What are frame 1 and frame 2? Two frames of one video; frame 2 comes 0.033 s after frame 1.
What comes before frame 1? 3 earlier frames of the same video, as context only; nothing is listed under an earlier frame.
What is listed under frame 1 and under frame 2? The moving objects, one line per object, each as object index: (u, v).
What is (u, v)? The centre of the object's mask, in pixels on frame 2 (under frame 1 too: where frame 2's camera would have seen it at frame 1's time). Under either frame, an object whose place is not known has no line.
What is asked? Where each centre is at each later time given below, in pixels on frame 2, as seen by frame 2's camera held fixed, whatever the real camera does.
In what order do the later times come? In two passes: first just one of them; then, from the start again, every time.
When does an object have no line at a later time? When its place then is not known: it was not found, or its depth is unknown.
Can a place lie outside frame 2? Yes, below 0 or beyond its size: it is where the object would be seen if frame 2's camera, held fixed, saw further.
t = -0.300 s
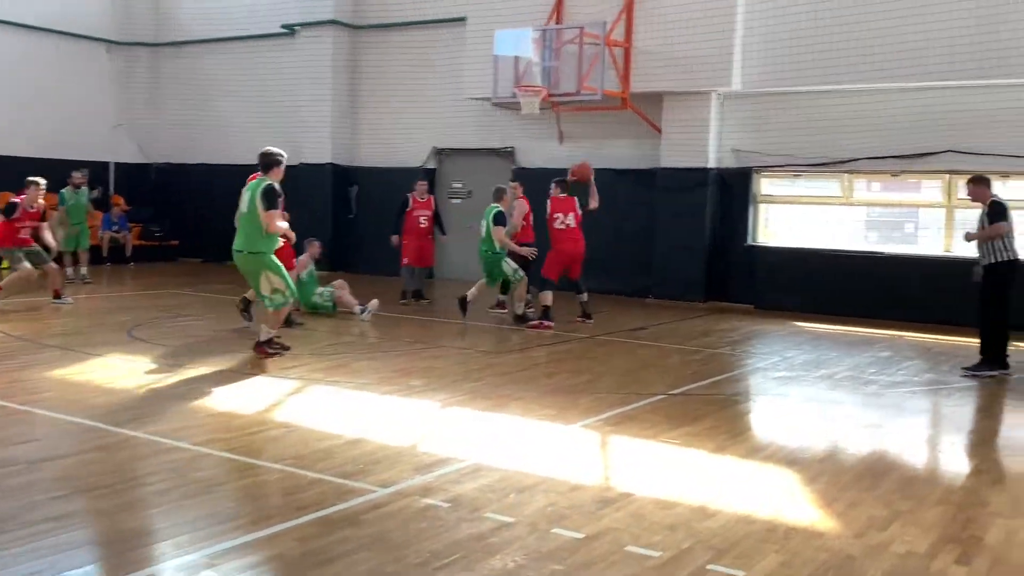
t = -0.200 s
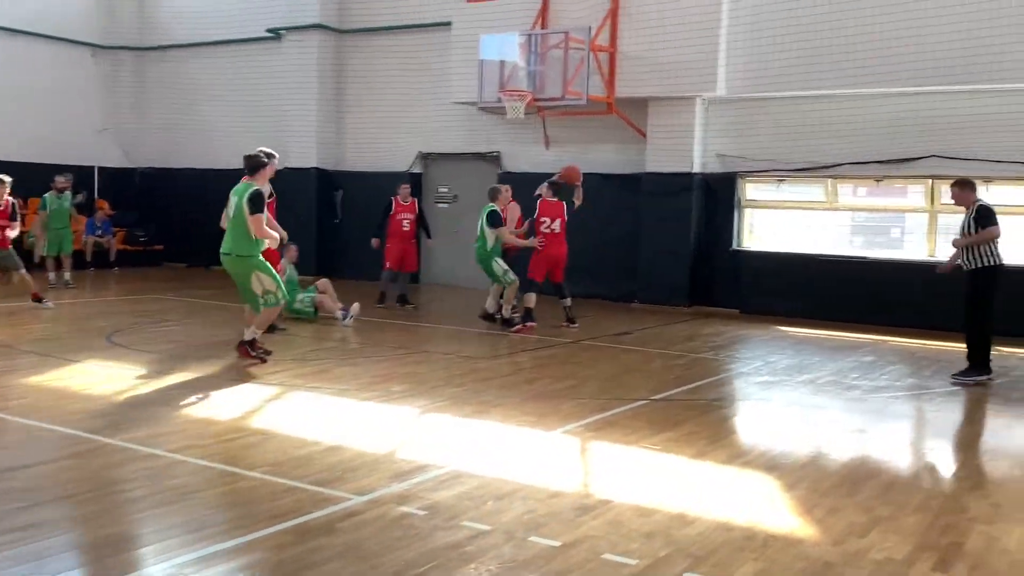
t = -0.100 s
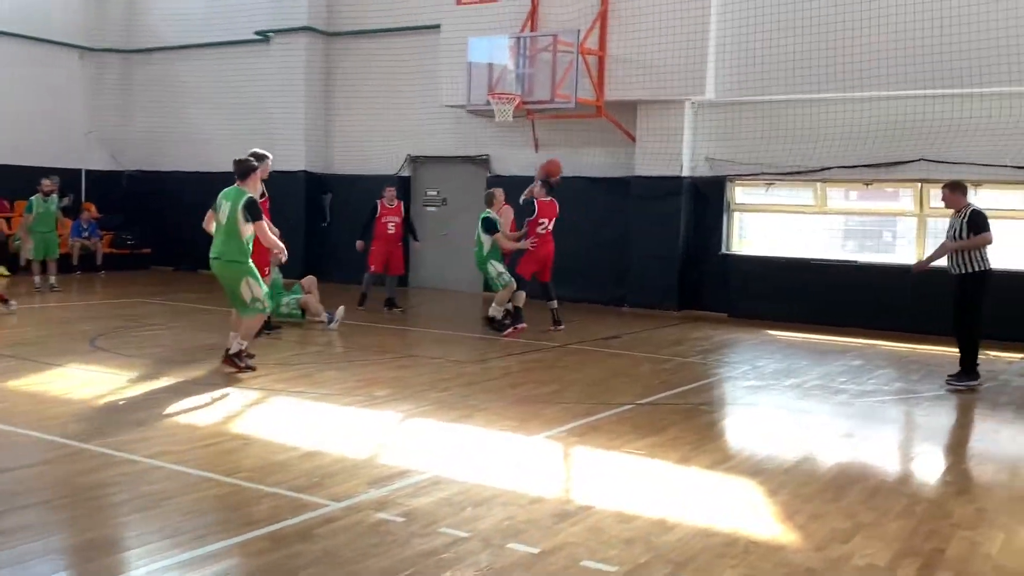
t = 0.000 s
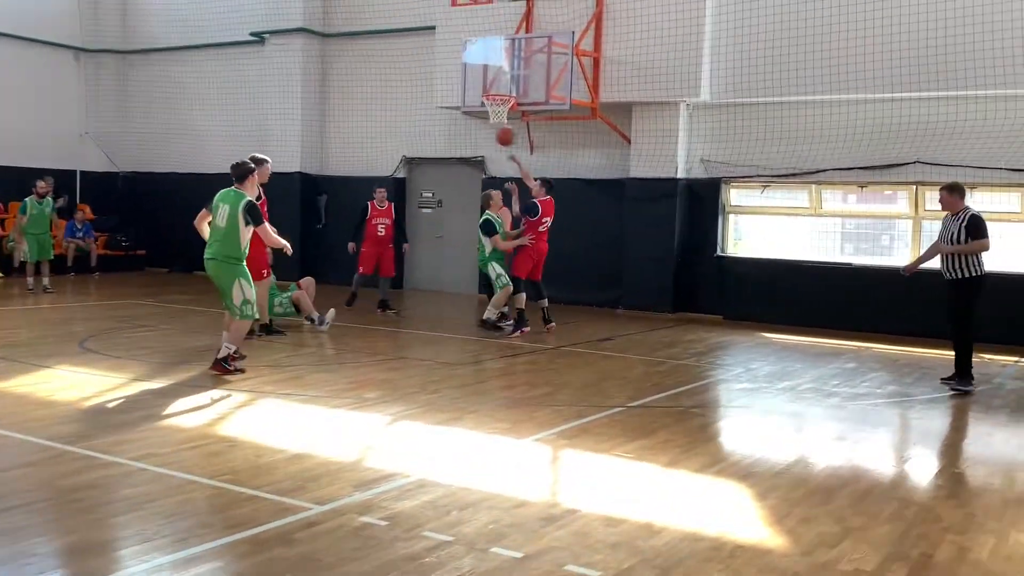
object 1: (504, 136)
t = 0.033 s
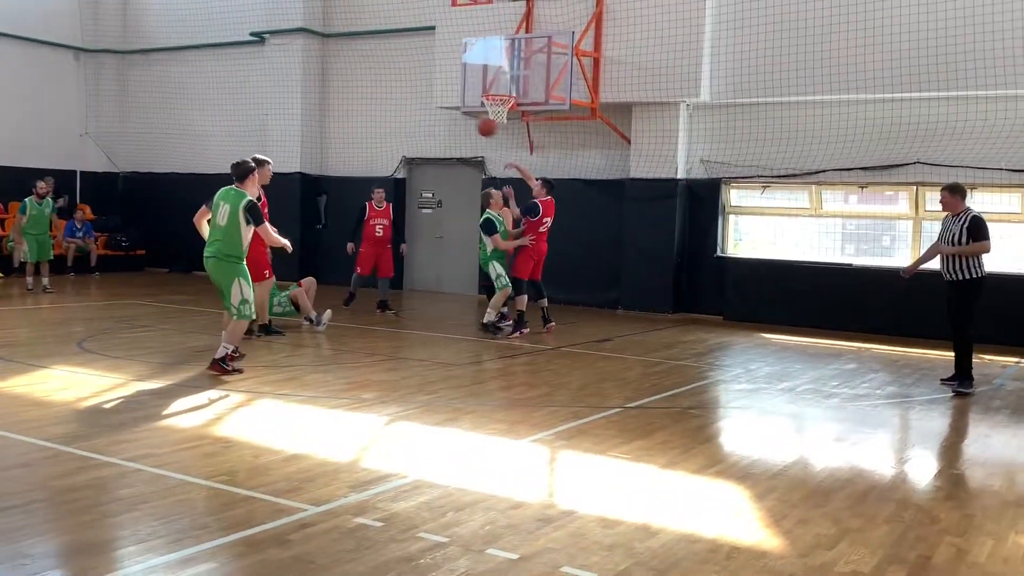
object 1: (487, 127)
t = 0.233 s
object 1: (366, 86)
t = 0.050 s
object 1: (477, 122)
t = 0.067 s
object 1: (468, 118)
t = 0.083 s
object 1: (458, 114)
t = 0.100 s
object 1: (448, 110)
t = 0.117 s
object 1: (438, 106)
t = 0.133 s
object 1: (428, 102)
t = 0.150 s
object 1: (417, 99)
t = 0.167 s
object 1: (407, 96)
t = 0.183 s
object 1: (397, 93)
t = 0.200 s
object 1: (387, 90)
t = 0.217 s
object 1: (376, 88)
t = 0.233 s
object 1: (366, 86)
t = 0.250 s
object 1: (354, 84)
